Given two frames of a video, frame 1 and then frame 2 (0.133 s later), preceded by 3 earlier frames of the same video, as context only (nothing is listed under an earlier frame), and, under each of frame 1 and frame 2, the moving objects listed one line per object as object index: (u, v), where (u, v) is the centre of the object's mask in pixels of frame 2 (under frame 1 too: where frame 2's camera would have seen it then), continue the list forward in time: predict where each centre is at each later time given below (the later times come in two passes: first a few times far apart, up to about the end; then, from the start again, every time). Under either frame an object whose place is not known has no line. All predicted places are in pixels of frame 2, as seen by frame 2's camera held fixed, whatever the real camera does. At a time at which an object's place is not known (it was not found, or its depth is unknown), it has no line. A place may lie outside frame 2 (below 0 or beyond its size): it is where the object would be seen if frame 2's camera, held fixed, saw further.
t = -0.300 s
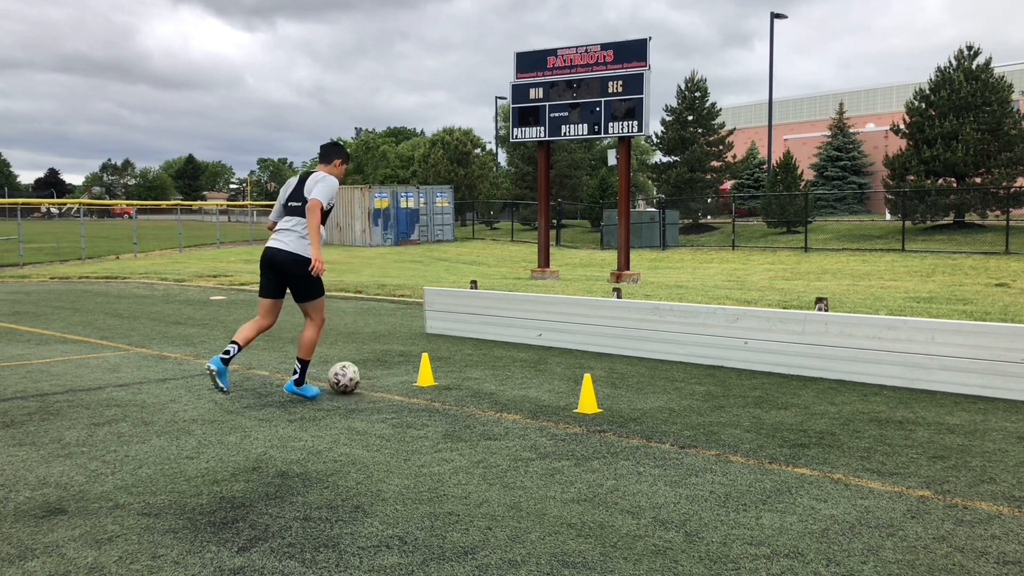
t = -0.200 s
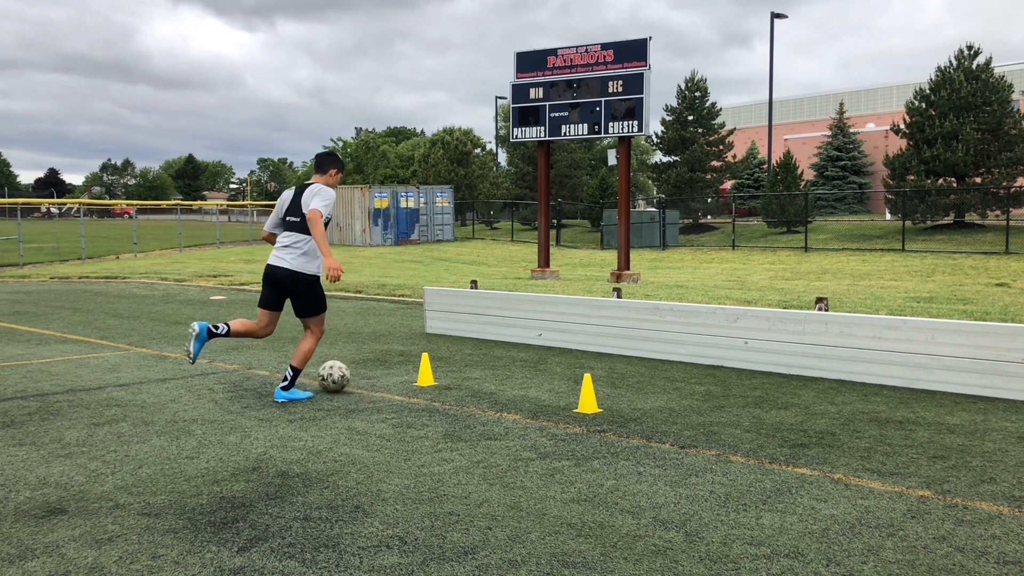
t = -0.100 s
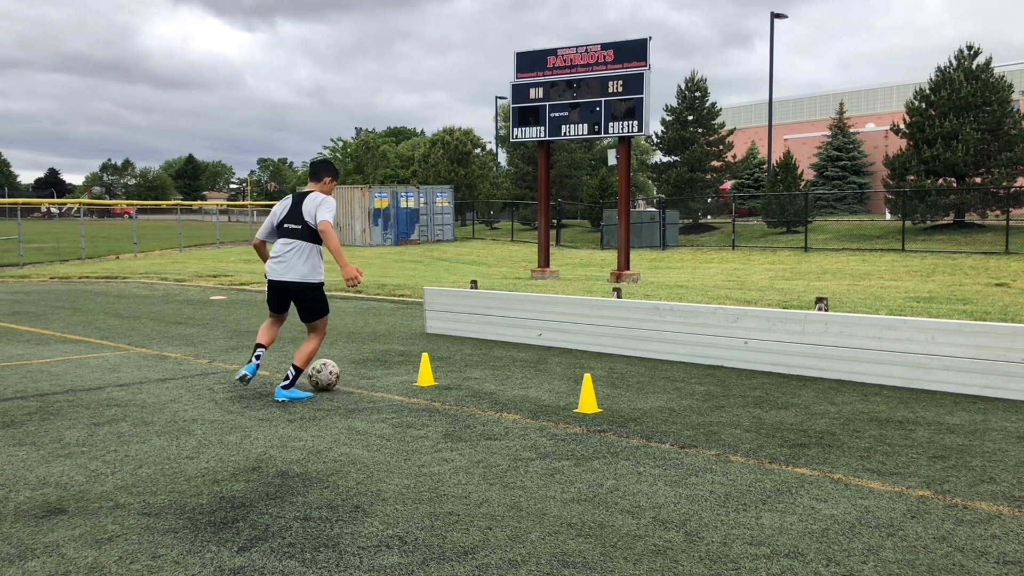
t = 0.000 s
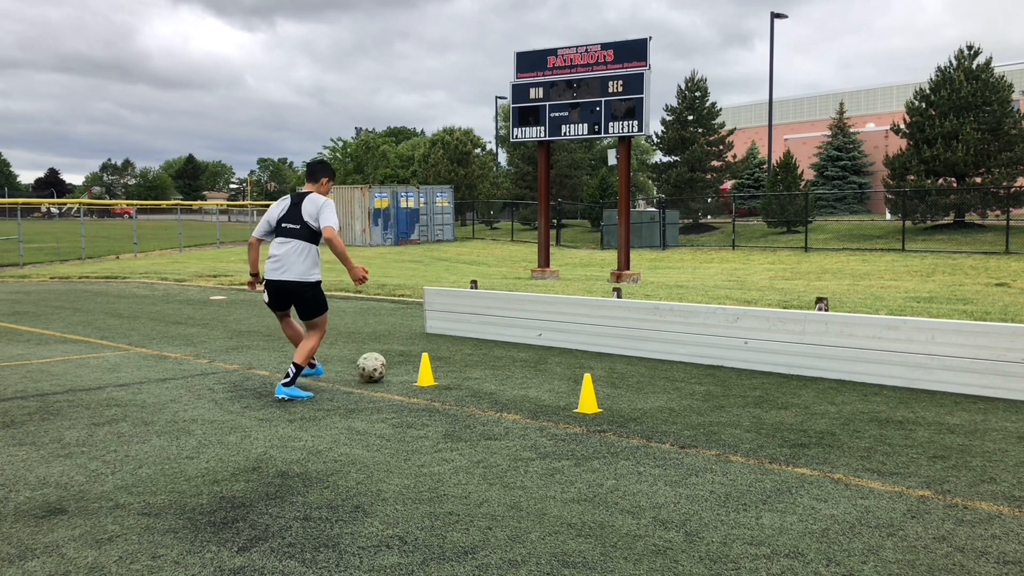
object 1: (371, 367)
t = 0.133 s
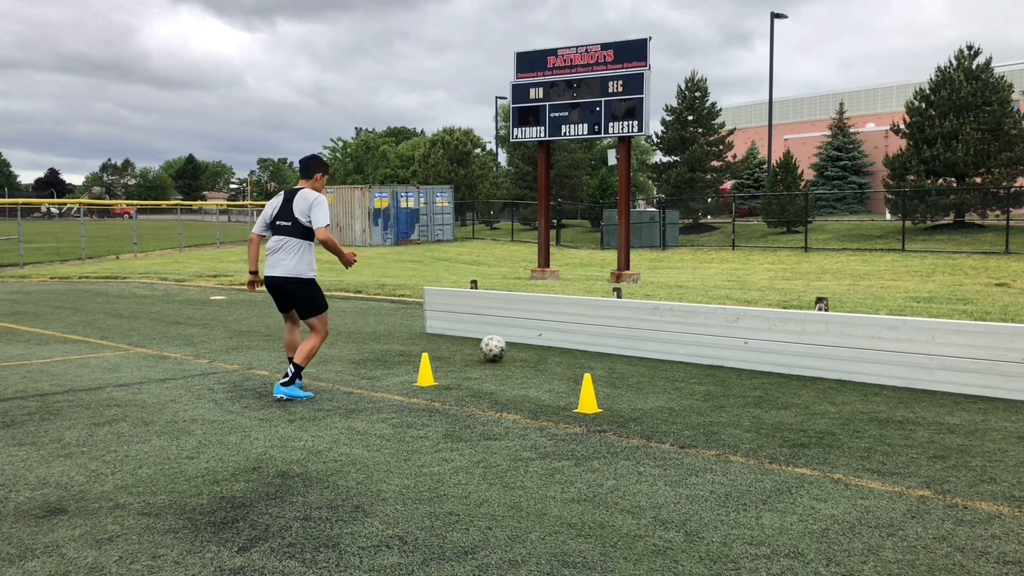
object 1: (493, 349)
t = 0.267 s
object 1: (568, 340)
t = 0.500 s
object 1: (462, 352)
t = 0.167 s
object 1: (518, 345)
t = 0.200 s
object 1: (542, 343)
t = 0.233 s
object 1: (563, 340)
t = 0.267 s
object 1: (568, 340)
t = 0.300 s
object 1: (552, 342)
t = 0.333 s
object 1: (538, 342)
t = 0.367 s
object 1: (523, 343)
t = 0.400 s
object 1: (507, 346)
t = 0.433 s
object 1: (492, 350)
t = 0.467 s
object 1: (477, 351)
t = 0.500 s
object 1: (462, 352)
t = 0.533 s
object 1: (447, 355)
